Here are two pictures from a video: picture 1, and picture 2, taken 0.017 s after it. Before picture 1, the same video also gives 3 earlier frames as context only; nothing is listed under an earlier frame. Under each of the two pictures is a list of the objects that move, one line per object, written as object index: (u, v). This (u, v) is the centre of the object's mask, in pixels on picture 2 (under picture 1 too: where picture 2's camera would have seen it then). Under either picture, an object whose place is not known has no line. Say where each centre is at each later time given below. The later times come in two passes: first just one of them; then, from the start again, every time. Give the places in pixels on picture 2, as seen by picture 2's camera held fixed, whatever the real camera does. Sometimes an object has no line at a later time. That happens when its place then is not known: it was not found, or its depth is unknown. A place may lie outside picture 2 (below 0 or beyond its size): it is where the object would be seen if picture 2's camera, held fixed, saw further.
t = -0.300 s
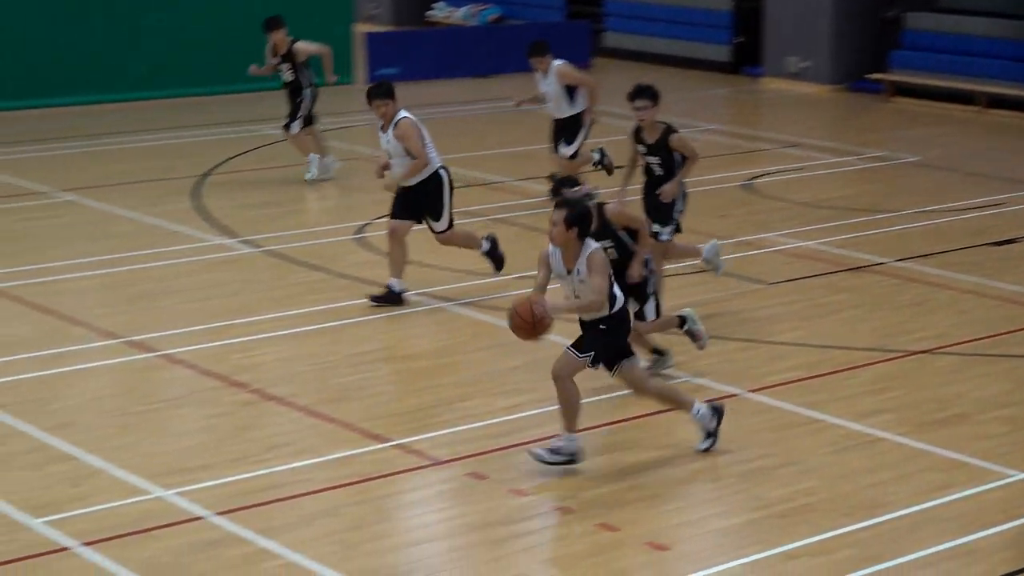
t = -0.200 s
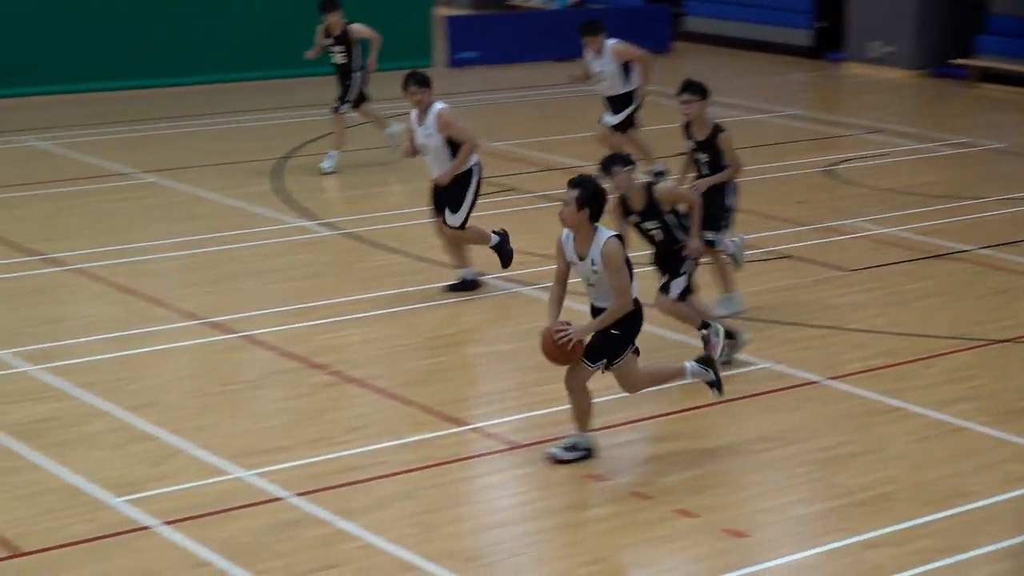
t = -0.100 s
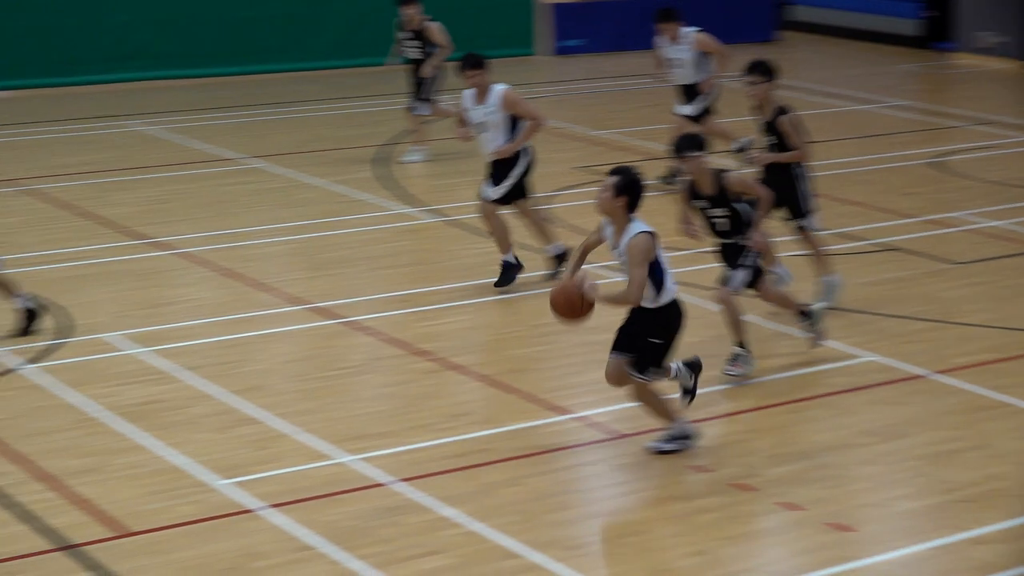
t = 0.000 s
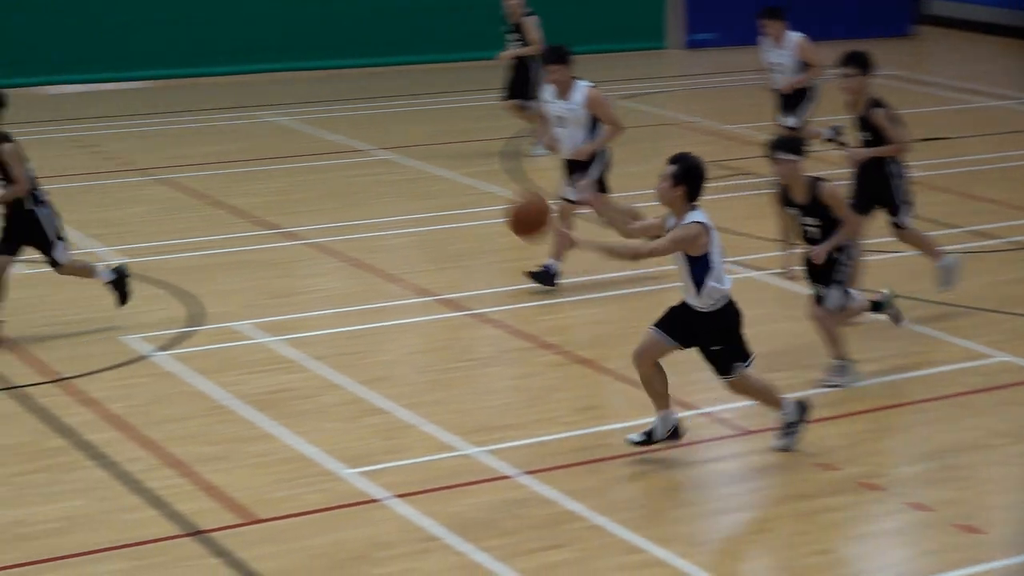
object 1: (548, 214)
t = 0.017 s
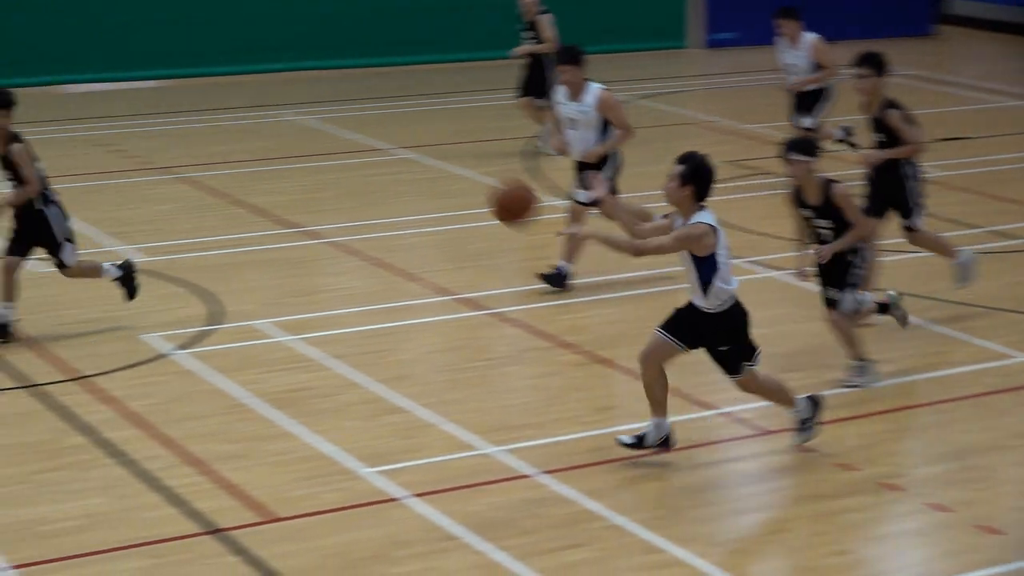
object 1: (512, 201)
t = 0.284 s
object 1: (-108, 40)
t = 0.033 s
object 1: (477, 190)
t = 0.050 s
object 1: (442, 179)
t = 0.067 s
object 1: (405, 167)
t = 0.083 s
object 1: (368, 155)
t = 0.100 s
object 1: (331, 144)
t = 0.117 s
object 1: (293, 134)
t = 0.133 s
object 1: (256, 124)
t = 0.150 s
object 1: (218, 114)
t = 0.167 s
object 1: (178, 104)
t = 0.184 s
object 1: (139, 93)
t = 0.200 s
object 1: (99, 84)
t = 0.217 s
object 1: (59, 74)
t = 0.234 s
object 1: (19, 65)
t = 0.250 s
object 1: (-23, 56)
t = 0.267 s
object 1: (-65, 48)
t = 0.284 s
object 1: (-108, 40)
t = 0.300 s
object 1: (-150, 32)
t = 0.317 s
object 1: (-194, 23)
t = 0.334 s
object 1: (-237, 15)
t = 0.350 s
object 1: (-282, 7)
